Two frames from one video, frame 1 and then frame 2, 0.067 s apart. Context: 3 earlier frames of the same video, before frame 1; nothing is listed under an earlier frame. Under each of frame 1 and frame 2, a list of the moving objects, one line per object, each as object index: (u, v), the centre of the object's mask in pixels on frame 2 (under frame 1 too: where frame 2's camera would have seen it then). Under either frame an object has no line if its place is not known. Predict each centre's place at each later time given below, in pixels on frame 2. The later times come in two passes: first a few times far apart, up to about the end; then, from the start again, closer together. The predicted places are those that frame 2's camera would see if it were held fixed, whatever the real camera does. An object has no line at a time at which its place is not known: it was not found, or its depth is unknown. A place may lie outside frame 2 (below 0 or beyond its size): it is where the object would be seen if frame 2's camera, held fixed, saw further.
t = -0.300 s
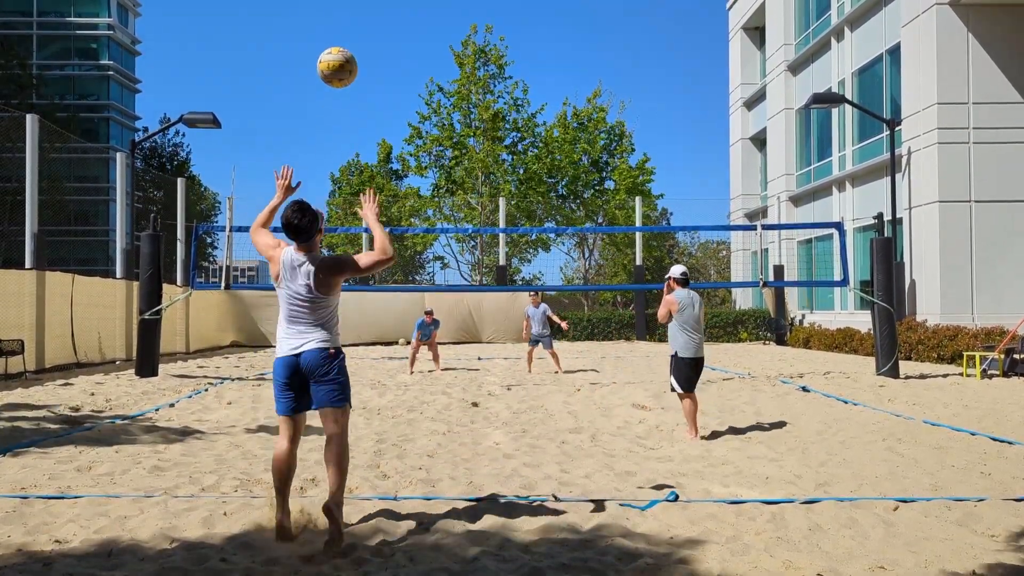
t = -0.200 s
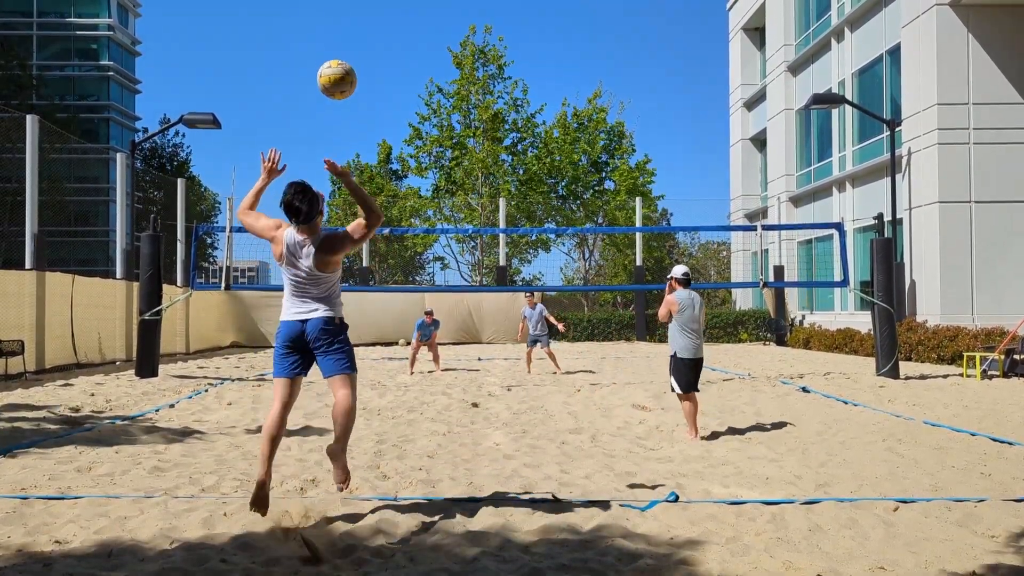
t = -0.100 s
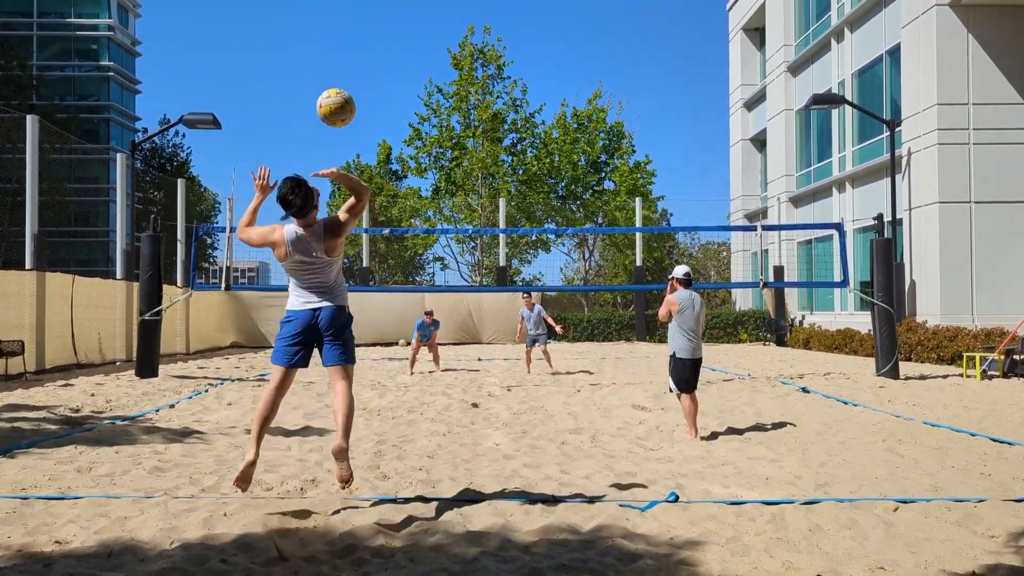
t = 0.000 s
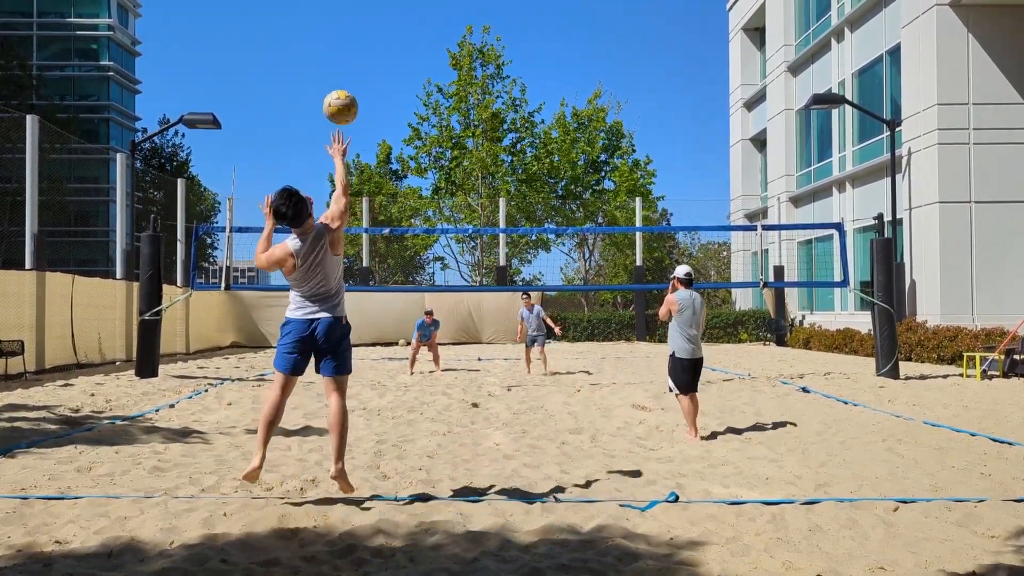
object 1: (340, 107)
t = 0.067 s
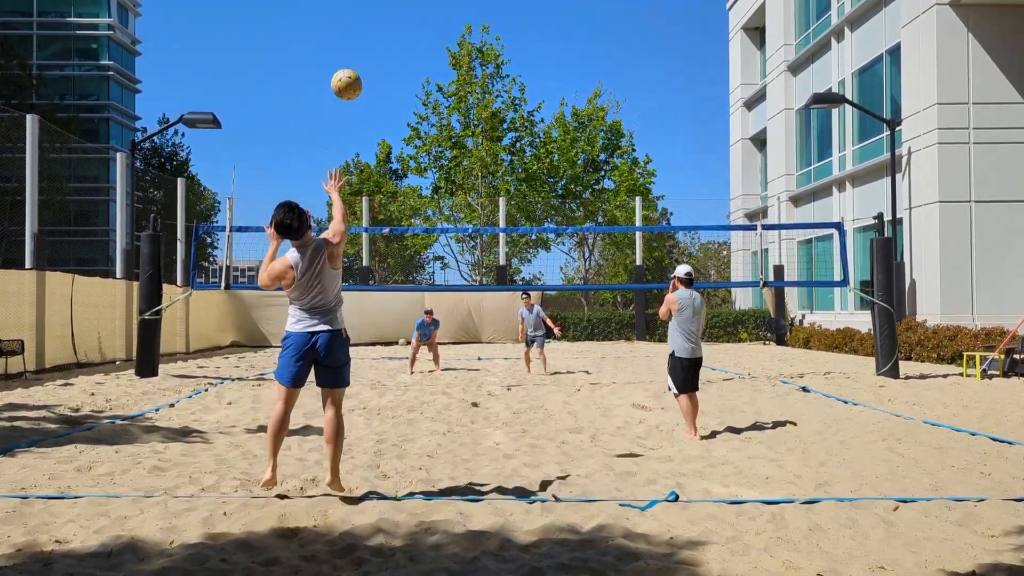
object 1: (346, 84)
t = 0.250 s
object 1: (356, 63)
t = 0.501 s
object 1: (358, 87)
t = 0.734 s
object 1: (350, 136)
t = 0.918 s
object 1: (343, 182)
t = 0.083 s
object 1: (348, 80)
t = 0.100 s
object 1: (349, 77)
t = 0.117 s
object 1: (350, 74)
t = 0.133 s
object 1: (351, 71)
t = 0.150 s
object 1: (352, 69)
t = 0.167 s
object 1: (353, 67)
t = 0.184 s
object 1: (353, 66)
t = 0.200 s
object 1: (354, 64)
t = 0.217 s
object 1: (355, 63)
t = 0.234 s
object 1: (355, 63)
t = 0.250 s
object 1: (356, 63)
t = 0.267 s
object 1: (356, 63)
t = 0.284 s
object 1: (357, 63)
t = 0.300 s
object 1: (357, 64)
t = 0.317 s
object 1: (358, 65)
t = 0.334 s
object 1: (358, 66)
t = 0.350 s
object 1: (358, 67)
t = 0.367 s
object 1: (358, 69)
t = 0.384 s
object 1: (358, 70)
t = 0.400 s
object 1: (358, 72)
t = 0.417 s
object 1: (359, 74)
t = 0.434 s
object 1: (359, 77)
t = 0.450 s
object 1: (358, 79)
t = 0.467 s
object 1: (358, 82)
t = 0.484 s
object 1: (358, 84)
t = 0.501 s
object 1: (358, 87)
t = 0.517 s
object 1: (357, 90)
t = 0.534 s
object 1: (357, 93)
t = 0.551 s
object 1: (356, 96)
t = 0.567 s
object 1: (356, 99)
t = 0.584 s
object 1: (356, 103)
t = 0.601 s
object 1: (355, 106)
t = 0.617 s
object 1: (354, 110)
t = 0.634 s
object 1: (354, 113)
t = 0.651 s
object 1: (353, 117)
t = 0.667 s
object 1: (353, 121)
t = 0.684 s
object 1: (352, 124)
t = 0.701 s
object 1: (351, 128)
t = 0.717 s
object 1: (351, 132)
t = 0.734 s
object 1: (350, 136)
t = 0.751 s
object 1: (349, 140)
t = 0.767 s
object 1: (349, 144)
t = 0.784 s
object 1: (348, 148)
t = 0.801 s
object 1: (348, 153)
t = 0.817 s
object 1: (347, 156)
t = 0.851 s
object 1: (344, 165)
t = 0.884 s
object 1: (343, 174)
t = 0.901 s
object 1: (343, 179)
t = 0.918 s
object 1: (343, 182)
